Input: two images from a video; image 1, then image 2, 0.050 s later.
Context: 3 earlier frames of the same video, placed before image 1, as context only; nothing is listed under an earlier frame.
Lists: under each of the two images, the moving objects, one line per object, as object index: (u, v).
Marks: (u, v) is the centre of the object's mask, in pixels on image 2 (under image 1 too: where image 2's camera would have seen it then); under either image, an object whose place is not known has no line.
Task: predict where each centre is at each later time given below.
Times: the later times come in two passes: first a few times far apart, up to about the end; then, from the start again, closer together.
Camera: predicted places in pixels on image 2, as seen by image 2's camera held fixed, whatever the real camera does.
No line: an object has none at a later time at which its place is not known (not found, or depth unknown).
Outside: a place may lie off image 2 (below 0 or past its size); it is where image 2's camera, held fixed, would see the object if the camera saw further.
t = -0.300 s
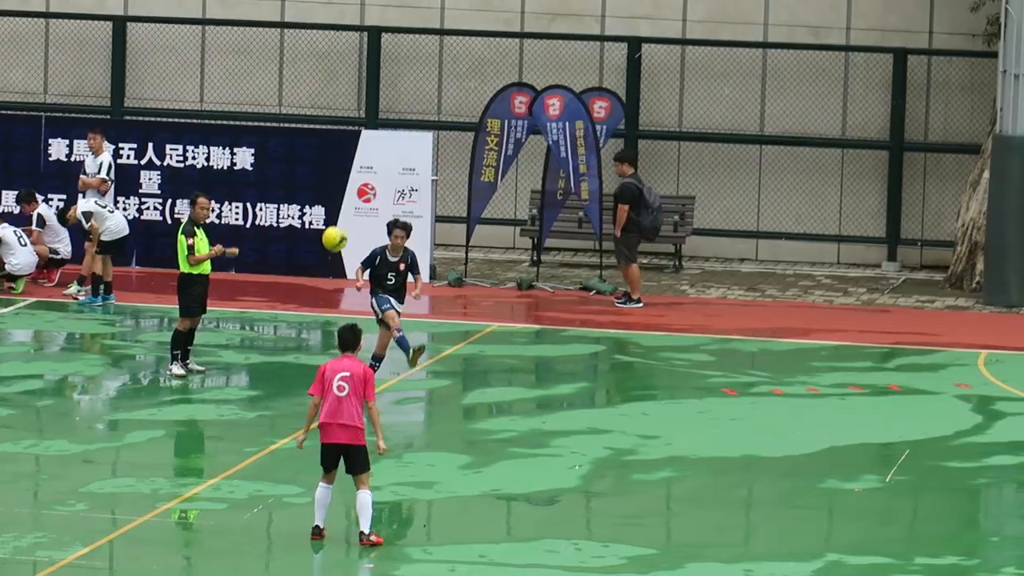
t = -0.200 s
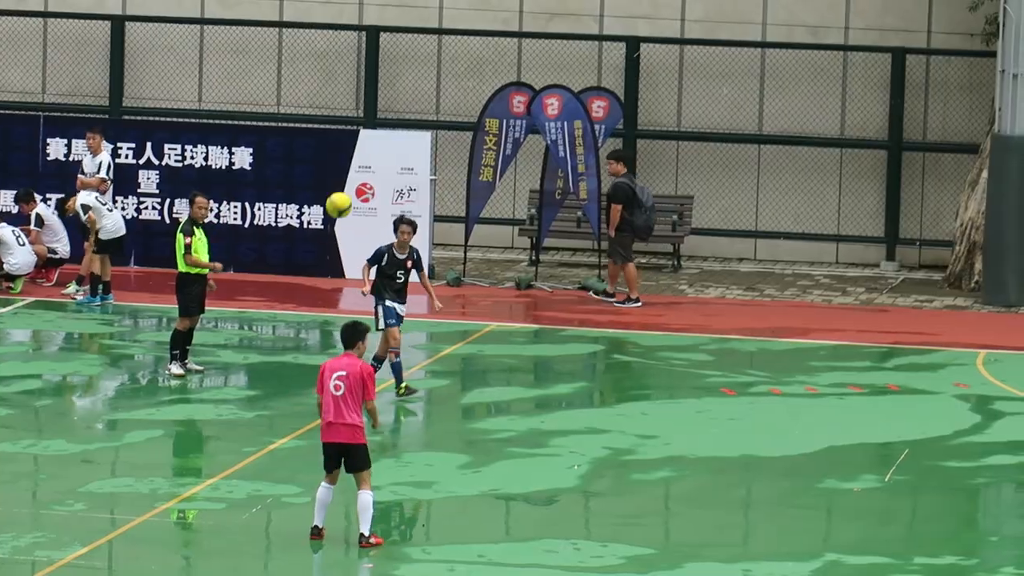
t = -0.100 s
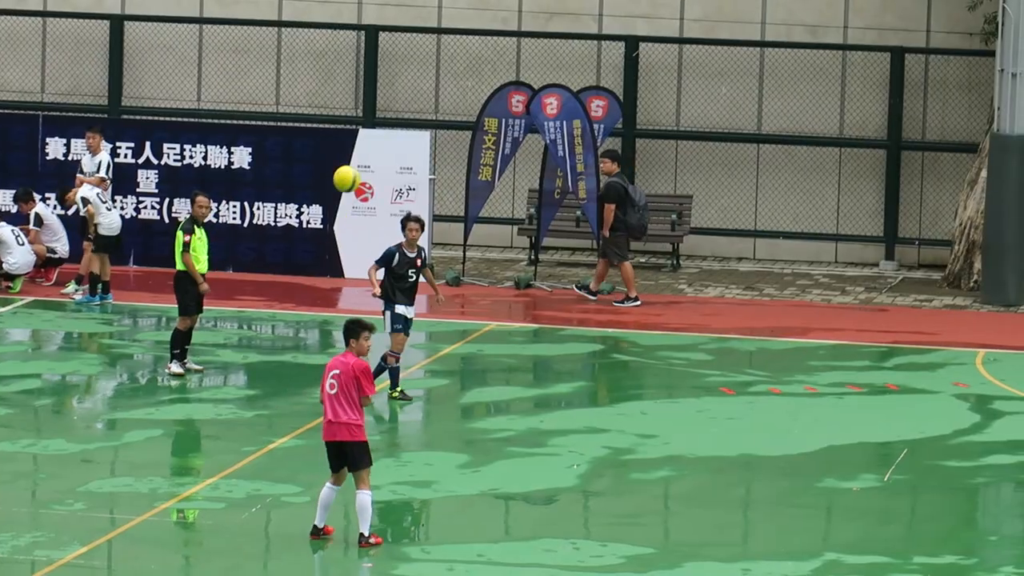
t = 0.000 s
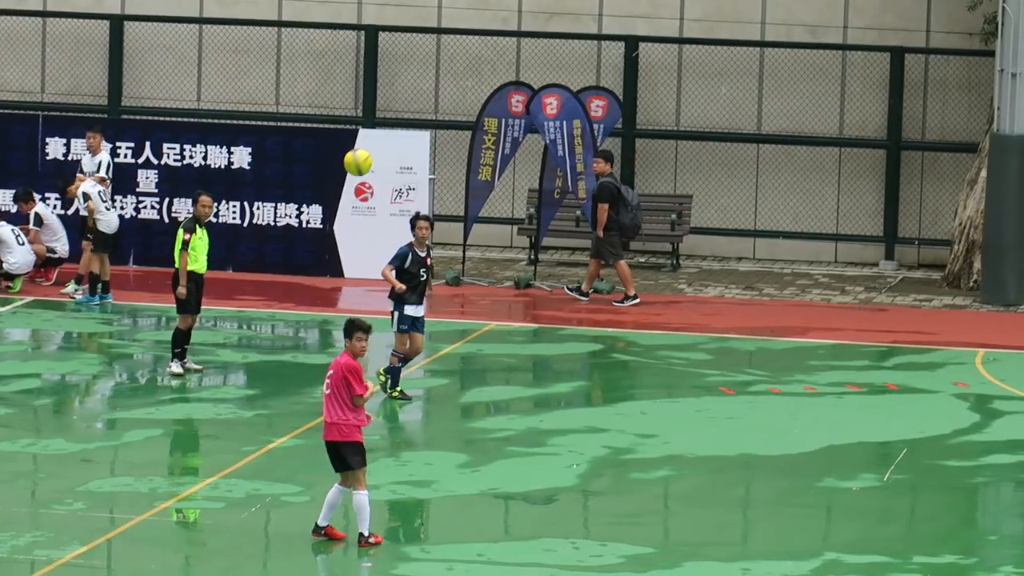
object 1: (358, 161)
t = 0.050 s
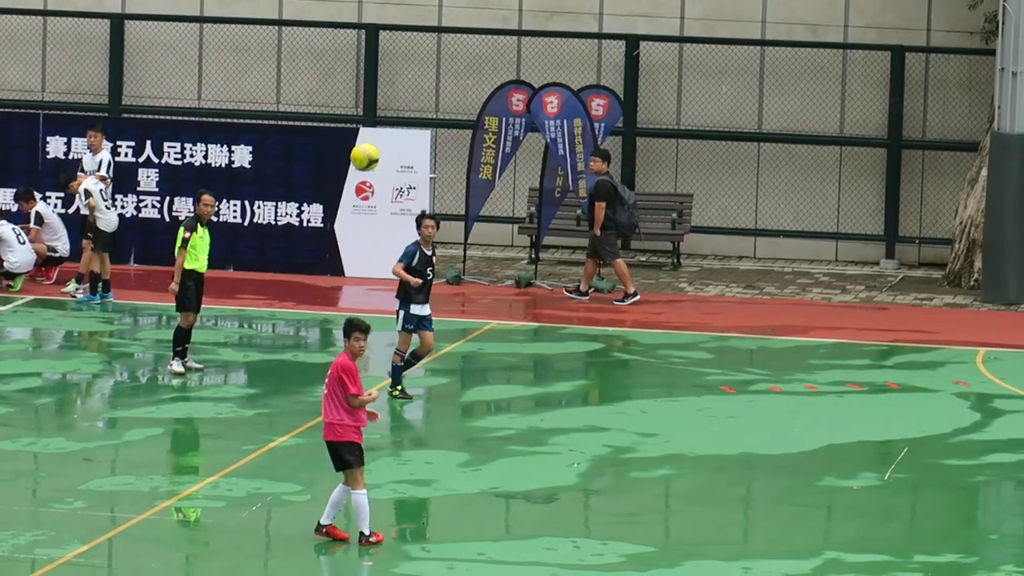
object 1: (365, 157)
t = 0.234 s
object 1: (397, 163)
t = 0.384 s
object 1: (433, 204)
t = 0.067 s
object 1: (367, 156)
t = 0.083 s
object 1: (370, 155)
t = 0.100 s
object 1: (372, 154)
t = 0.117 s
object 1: (375, 154)
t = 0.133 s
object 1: (378, 154)
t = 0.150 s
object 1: (381, 155)
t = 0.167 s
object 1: (384, 156)
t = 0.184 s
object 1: (386, 158)
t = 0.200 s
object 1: (389, 159)
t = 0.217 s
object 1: (393, 161)
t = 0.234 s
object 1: (397, 163)
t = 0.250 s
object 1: (400, 166)
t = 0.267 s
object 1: (403, 169)
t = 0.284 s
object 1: (407, 173)
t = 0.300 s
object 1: (411, 178)
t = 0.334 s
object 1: (420, 186)
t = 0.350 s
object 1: (424, 192)
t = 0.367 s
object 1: (429, 197)
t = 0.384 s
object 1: (433, 204)
